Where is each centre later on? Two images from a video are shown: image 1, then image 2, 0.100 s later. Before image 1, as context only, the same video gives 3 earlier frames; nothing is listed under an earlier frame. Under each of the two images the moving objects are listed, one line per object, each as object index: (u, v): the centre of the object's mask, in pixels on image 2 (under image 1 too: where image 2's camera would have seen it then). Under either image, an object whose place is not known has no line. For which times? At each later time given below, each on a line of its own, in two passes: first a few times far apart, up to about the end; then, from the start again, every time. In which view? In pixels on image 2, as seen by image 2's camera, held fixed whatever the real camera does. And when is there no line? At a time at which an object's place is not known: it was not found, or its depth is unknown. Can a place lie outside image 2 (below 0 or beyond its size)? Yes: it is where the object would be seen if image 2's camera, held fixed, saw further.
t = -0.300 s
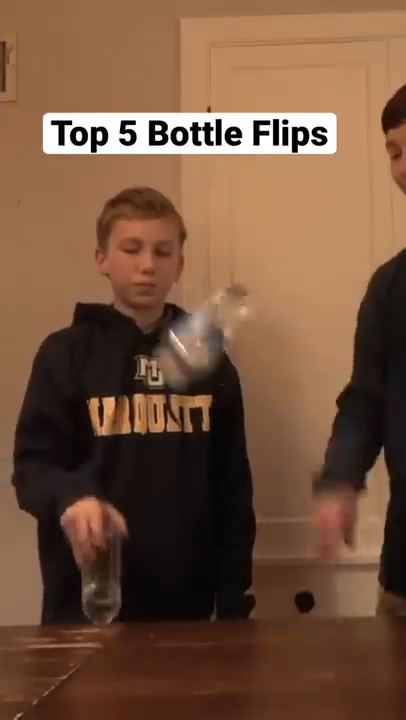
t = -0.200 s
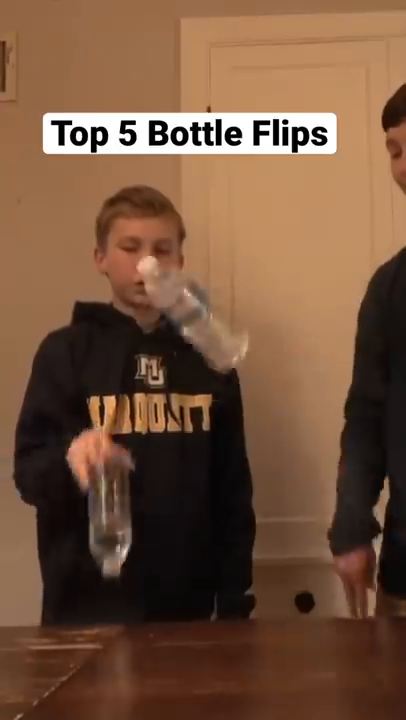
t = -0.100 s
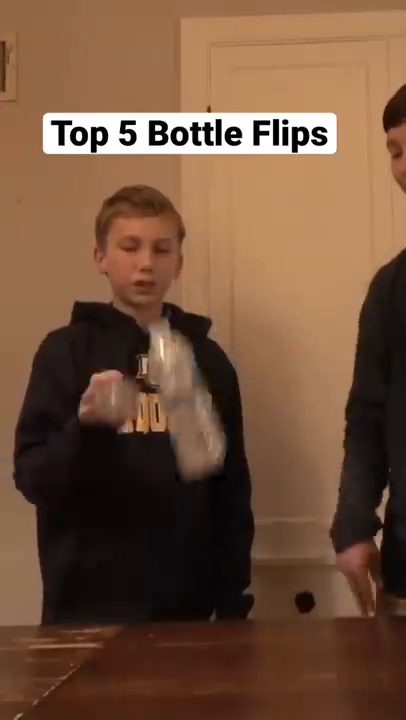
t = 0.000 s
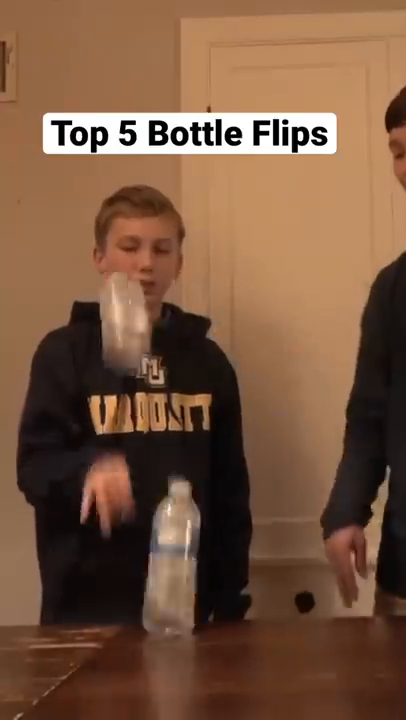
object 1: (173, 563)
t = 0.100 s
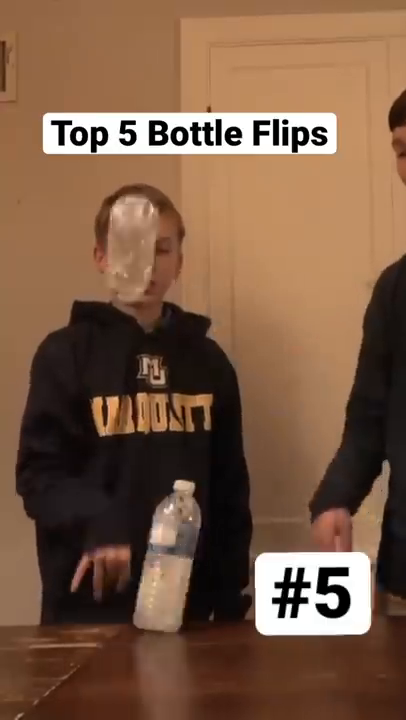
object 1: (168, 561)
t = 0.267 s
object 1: (153, 563)
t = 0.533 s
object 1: (150, 563)
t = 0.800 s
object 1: (150, 563)
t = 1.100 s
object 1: (150, 563)
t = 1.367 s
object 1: (150, 563)
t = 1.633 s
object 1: (150, 563)
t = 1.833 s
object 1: (150, 564)
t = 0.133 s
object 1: (165, 561)
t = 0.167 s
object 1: (162, 562)
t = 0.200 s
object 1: (156, 564)
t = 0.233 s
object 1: (155, 563)
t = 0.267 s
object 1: (153, 563)
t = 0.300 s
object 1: (151, 563)
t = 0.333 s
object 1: (150, 563)
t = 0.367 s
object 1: (150, 562)
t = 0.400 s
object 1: (150, 563)
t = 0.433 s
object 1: (150, 563)
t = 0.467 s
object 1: (150, 563)
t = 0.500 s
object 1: (150, 563)
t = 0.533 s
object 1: (150, 563)
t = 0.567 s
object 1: (150, 563)
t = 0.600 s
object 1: (150, 563)
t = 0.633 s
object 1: (150, 563)
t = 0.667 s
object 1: (150, 563)
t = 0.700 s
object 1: (151, 563)
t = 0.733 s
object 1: (150, 563)
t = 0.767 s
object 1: (150, 563)
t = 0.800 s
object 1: (150, 563)
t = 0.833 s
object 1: (150, 563)
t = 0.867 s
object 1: (150, 563)
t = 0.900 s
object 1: (150, 563)
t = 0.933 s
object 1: (150, 563)
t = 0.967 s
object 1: (150, 563)
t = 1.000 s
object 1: (150, 563)
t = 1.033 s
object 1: (150, 563)
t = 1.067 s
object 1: (150, 563)
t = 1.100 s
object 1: (150, 563)
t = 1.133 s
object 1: (150, 563)
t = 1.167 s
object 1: (150, 563)
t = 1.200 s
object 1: (151, 563)
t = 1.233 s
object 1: (150, 564)
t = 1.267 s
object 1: (150, 564)
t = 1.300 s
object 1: (150, 563)
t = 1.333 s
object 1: (150, 563)
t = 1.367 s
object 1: (150, 563)
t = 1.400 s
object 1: (150, 562)
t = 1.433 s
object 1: (150, 562)
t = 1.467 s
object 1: (150, 563)
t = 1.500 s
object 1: (150, 563)
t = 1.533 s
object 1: (150, 564)
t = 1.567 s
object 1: (150, 563)
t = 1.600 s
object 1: (150, 563)
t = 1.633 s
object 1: (150, 563)
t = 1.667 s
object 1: (150, 563)
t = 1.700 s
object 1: (150, 563)
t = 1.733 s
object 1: (150, 564)
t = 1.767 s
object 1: (150, 563)
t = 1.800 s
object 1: (150, 563)
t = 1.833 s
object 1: (150, 564)
